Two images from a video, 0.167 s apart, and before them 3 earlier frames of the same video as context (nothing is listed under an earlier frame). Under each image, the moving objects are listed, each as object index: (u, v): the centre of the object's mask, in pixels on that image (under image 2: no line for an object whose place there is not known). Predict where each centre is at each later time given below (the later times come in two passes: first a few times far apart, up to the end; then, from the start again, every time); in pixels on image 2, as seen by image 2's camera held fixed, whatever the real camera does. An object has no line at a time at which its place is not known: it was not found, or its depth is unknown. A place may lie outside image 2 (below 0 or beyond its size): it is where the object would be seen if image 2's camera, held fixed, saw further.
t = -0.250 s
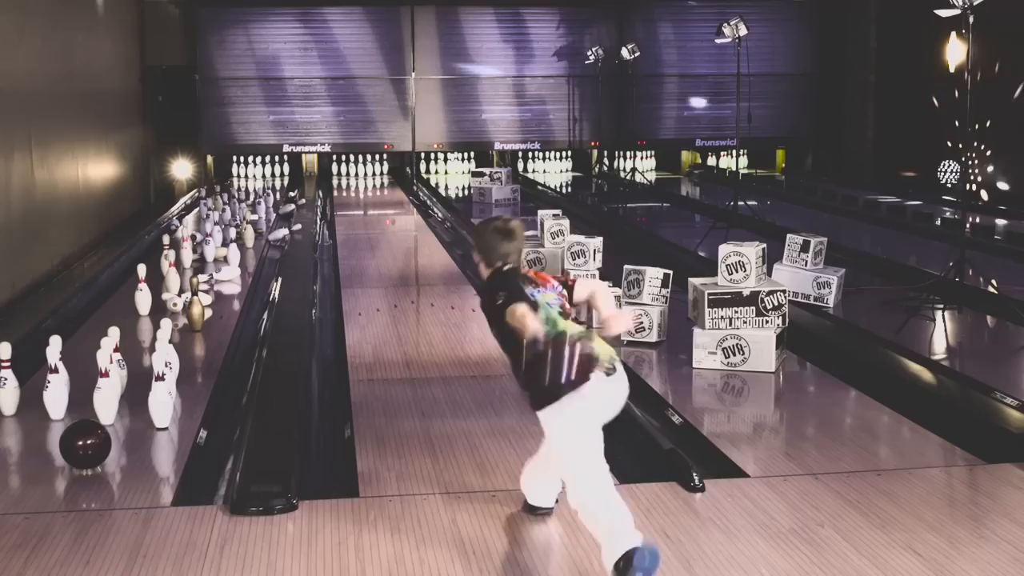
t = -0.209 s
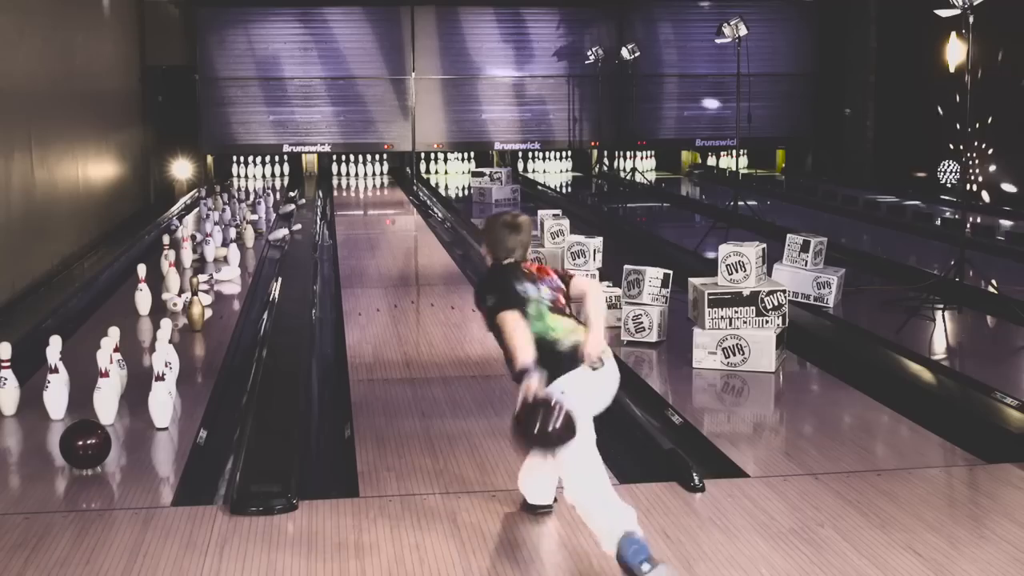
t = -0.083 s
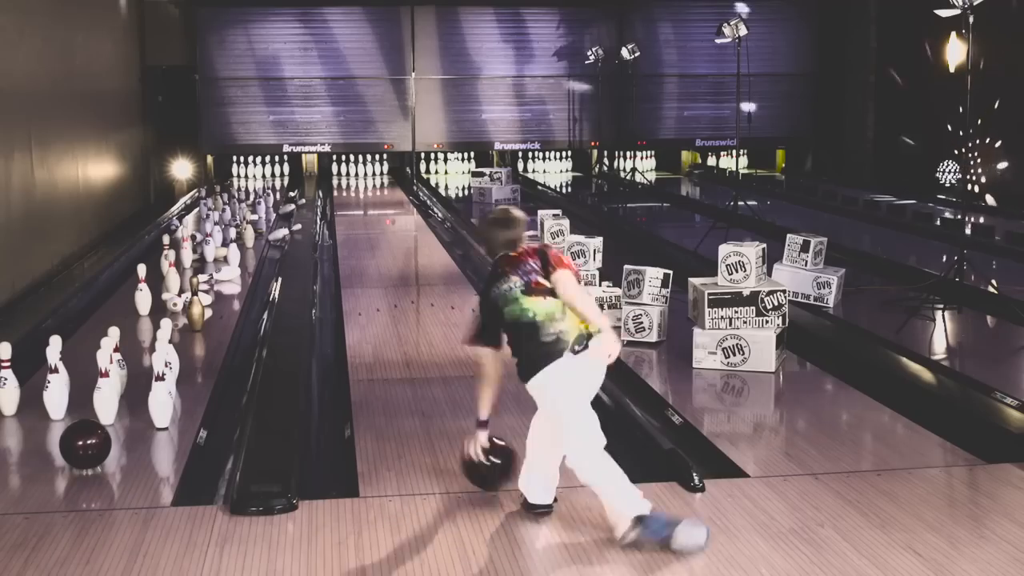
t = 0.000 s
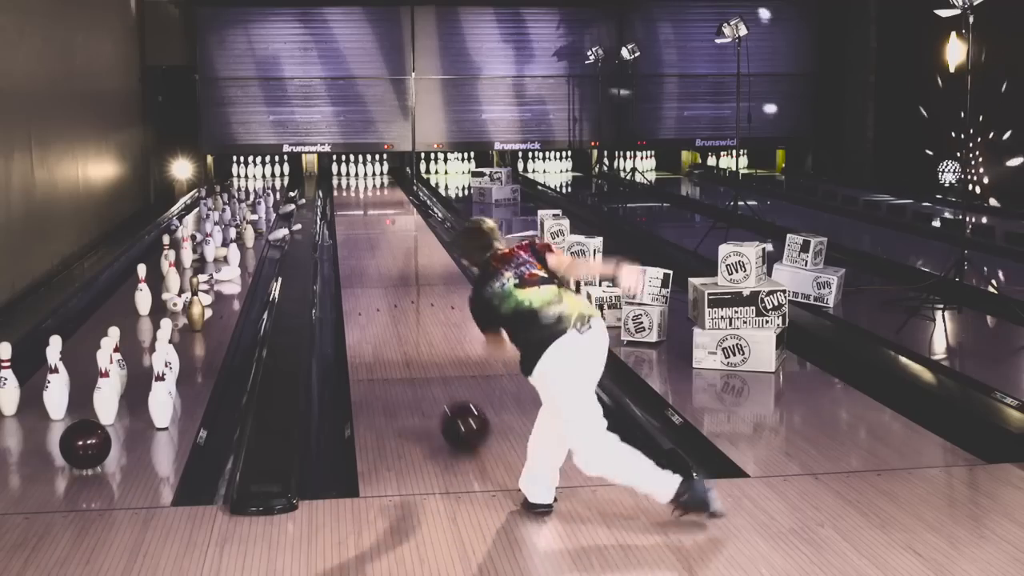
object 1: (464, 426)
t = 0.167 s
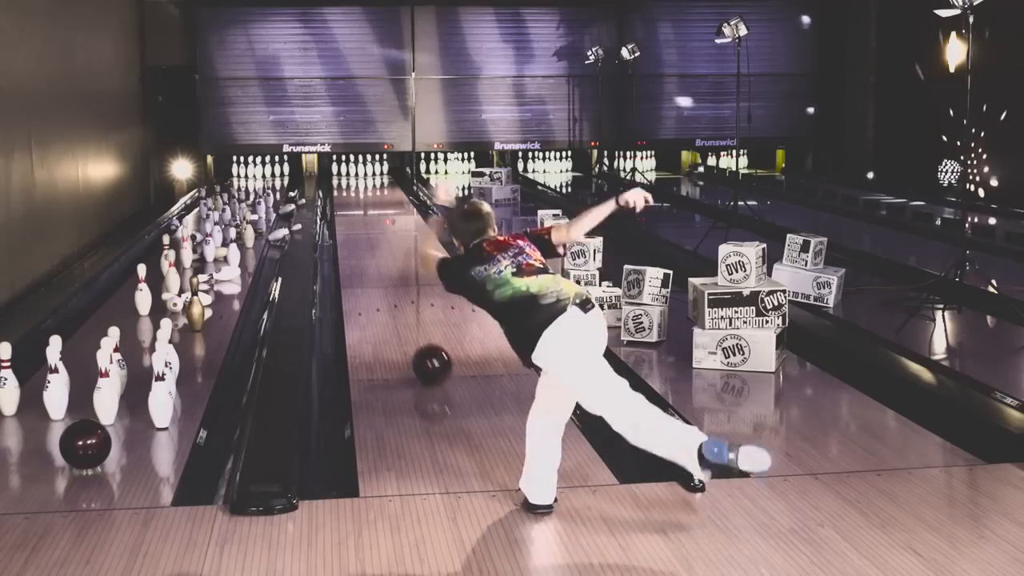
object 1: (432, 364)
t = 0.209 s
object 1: (425, 352)
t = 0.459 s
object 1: (396, 297)
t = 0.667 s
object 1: (381, 265)
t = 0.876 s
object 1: (370, 242)
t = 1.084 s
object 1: (362, 224)
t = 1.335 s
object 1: (355, 207)
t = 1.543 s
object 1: (351, 196)
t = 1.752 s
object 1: (349, 187)
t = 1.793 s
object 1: (350, 186)
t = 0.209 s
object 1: (425, 352)
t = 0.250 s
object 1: (419, 341)
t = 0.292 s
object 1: (414, 330)
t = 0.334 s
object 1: (409, 321)
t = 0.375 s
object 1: (403, 313)
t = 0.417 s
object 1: (400, 304)
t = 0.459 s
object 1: (396, 297)
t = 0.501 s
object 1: (393, 289)
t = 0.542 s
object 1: (390, 283)
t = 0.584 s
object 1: (387, 276)
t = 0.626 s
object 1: (384, 270)
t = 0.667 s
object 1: (381, 265)
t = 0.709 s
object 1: (379, 260)
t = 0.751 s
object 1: (377, 255)
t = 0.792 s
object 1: (374, 250)
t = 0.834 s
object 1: (372, 246)
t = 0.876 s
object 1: (370, 242)
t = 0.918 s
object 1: (369, 238)
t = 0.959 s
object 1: (367, 234)
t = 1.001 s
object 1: (365, 230)
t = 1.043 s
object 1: (364, 227)
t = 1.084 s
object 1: (362, 224)
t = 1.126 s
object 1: (361, 221)
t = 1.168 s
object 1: (360, 218)
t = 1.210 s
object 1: (359, 215)
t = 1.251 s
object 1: (357, 212)
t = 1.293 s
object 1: (356, 210)
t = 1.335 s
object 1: (355, 207)
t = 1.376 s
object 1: (355, 204)
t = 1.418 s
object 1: (354, 203)
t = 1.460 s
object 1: (353, 200)
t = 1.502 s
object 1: (352, 198)
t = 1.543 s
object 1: (351, 196)
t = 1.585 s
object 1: (351, 194)
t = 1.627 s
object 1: (350, 192)
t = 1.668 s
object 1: (350, 190)
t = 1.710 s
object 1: (350, 189)
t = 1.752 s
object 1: (349, 187)
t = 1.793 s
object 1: (350, 186)
